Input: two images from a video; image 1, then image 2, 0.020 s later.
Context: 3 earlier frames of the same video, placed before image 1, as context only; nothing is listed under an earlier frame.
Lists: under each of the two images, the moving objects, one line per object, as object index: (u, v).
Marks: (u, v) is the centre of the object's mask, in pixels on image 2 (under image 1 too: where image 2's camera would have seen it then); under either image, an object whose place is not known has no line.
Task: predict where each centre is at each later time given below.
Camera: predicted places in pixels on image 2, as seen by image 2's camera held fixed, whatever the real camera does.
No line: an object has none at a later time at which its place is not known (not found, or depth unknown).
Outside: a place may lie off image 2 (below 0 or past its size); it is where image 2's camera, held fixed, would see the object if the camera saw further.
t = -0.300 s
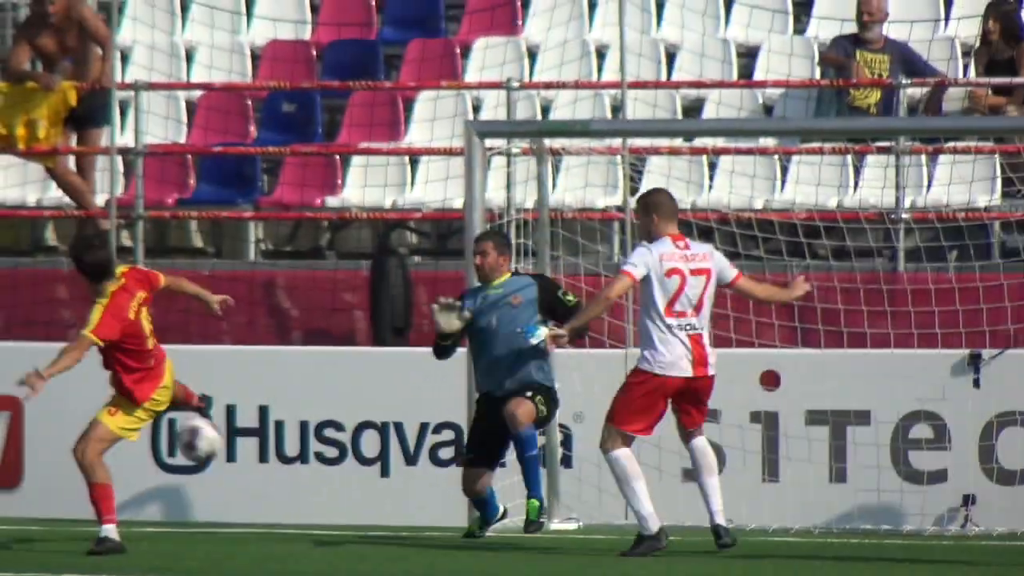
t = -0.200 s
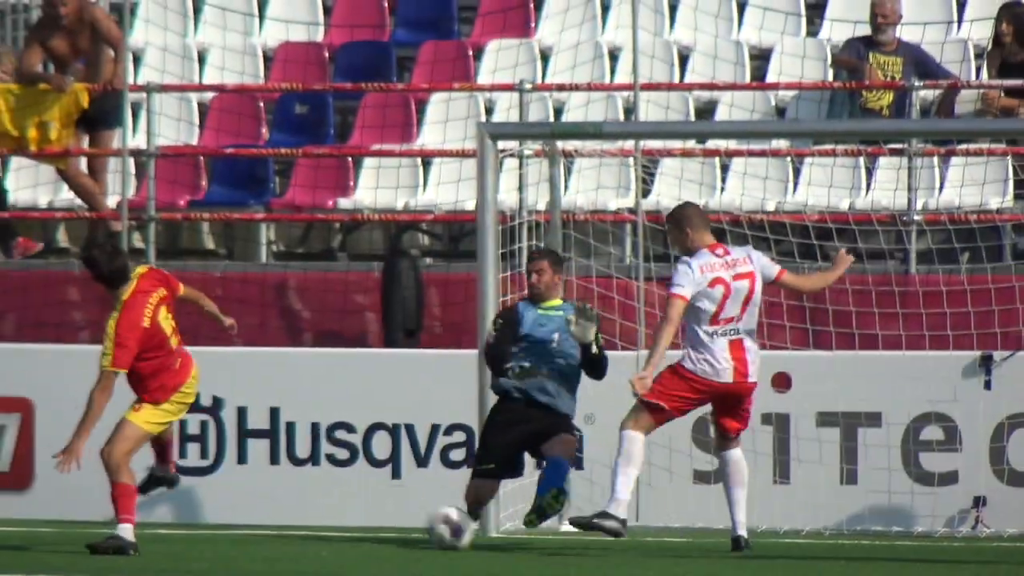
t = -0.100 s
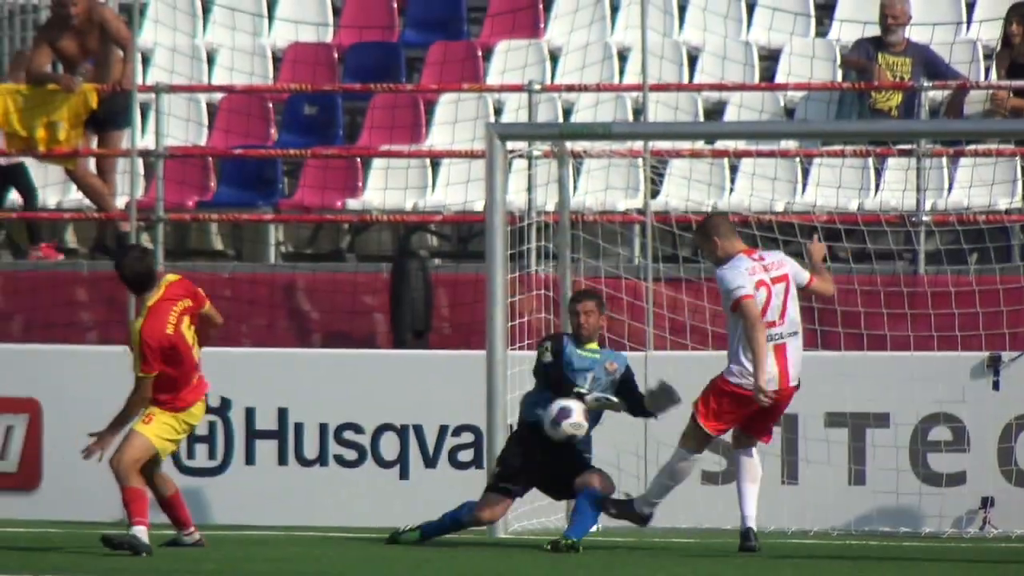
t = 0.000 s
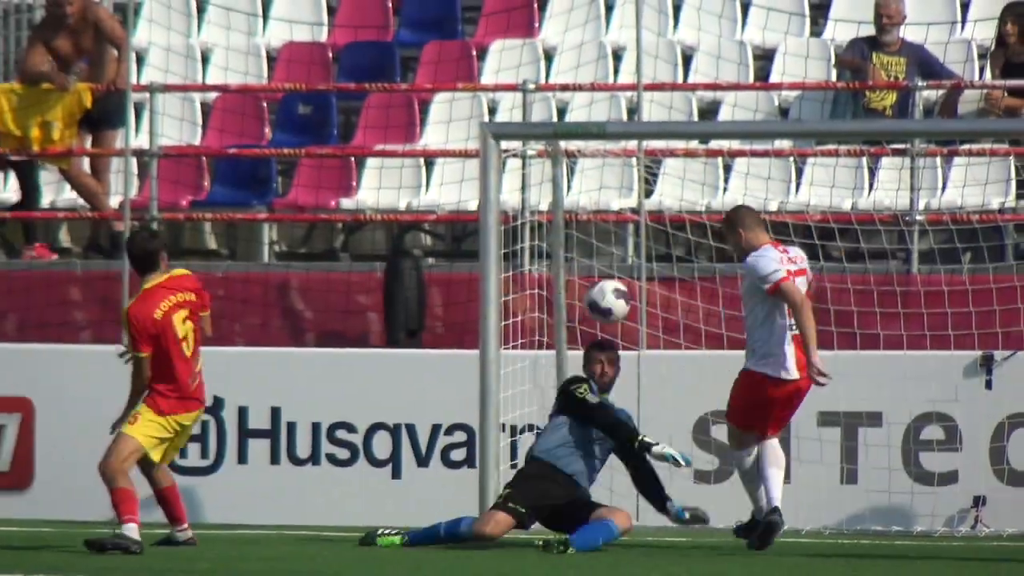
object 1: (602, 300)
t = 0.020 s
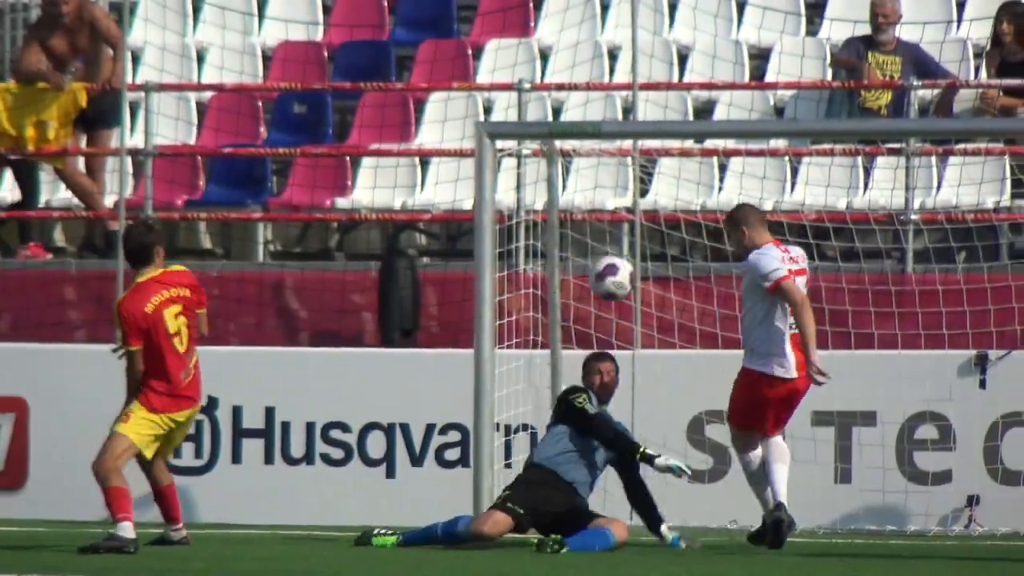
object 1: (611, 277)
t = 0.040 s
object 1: (623, 257)
